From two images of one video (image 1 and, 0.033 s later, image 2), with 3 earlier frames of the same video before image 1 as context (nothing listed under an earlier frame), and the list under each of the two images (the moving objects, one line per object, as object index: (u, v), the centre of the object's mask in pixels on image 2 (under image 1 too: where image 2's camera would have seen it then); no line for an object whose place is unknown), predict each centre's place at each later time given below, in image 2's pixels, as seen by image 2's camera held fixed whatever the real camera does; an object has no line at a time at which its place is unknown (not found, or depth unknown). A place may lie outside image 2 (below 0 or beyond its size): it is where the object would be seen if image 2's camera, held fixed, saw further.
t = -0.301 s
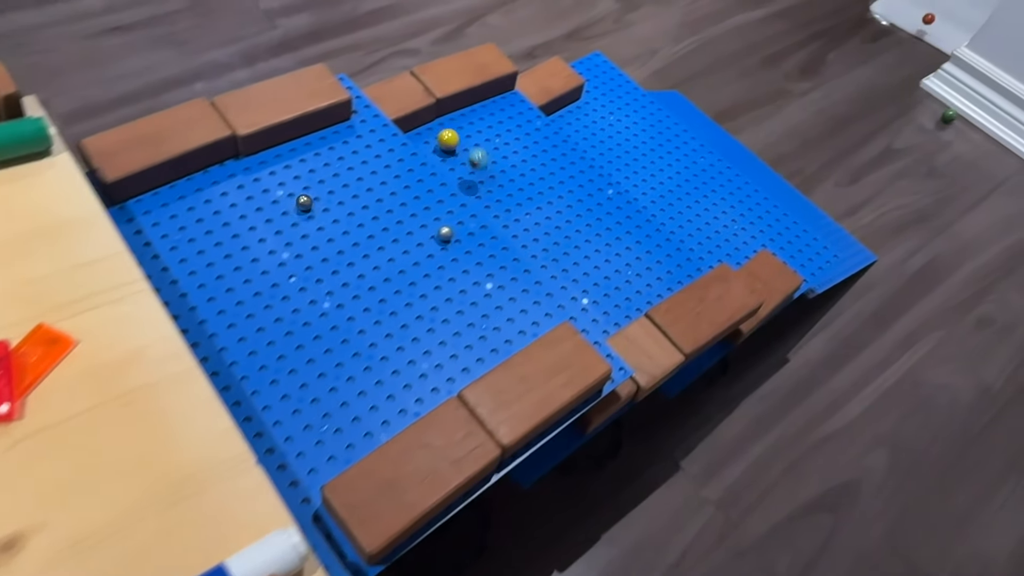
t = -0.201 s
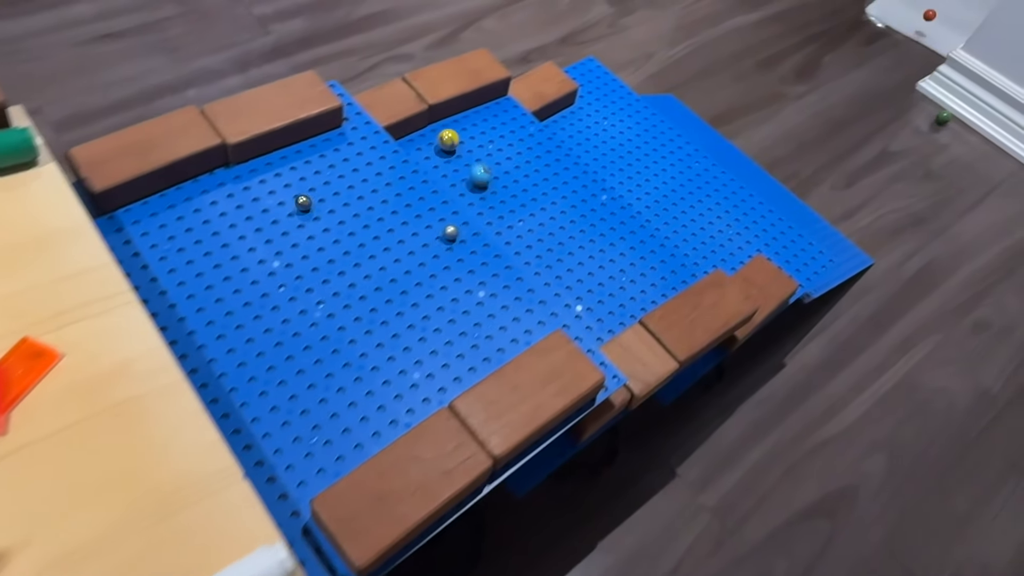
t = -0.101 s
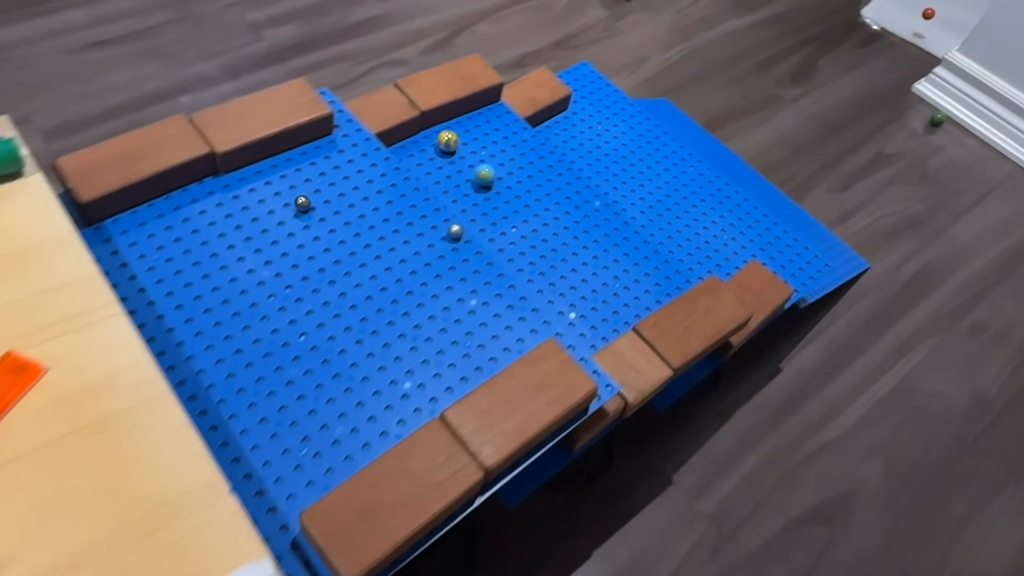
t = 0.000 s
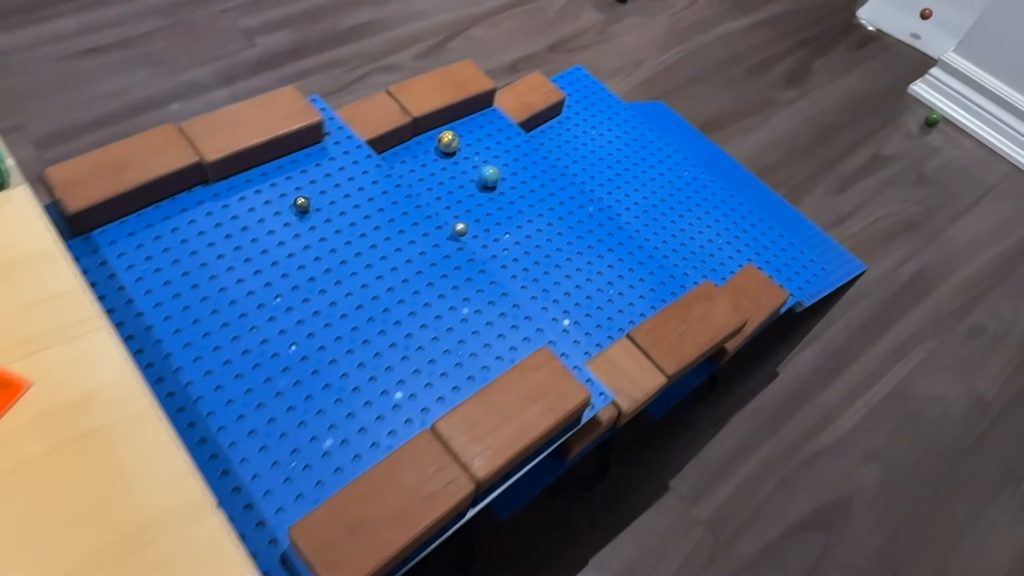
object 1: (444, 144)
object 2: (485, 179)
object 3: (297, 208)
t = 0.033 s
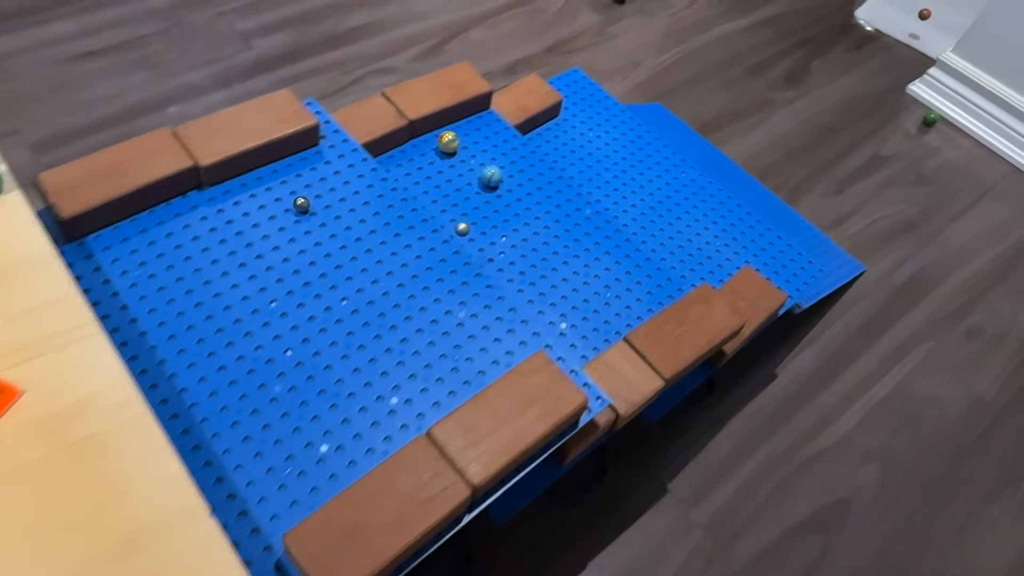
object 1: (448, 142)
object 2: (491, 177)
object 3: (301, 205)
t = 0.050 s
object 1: (449, 141)
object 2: (493, 176)
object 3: (303, 203)
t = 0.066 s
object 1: (451, 140)
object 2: (495, 174)
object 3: (304, 202)
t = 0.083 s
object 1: (451, 140)
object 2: (495, 174)
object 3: (305, 201)
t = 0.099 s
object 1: (452, 139)
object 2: (497, 173)
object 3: (306, 201)
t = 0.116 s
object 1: (453, 138)
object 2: (499, 172)
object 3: (307, 199)
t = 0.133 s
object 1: (455, 137)
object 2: (501, 171)
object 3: (309, 198)
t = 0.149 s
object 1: (456, 136)
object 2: (503, 170)
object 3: (310, 197)
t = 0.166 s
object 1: (457, 135)
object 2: (505, 169)
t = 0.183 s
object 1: (459, 134)
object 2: (506, 168)
